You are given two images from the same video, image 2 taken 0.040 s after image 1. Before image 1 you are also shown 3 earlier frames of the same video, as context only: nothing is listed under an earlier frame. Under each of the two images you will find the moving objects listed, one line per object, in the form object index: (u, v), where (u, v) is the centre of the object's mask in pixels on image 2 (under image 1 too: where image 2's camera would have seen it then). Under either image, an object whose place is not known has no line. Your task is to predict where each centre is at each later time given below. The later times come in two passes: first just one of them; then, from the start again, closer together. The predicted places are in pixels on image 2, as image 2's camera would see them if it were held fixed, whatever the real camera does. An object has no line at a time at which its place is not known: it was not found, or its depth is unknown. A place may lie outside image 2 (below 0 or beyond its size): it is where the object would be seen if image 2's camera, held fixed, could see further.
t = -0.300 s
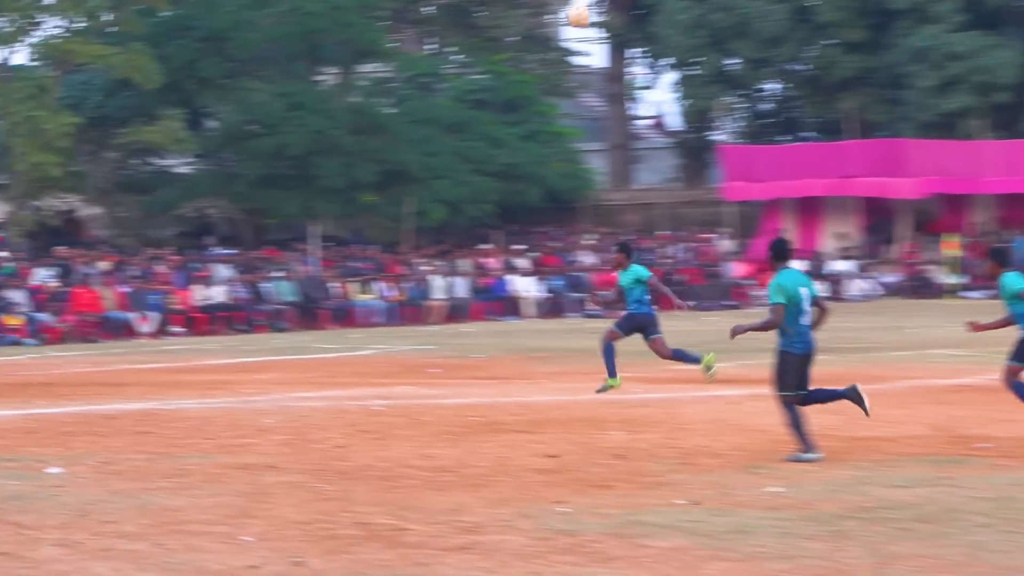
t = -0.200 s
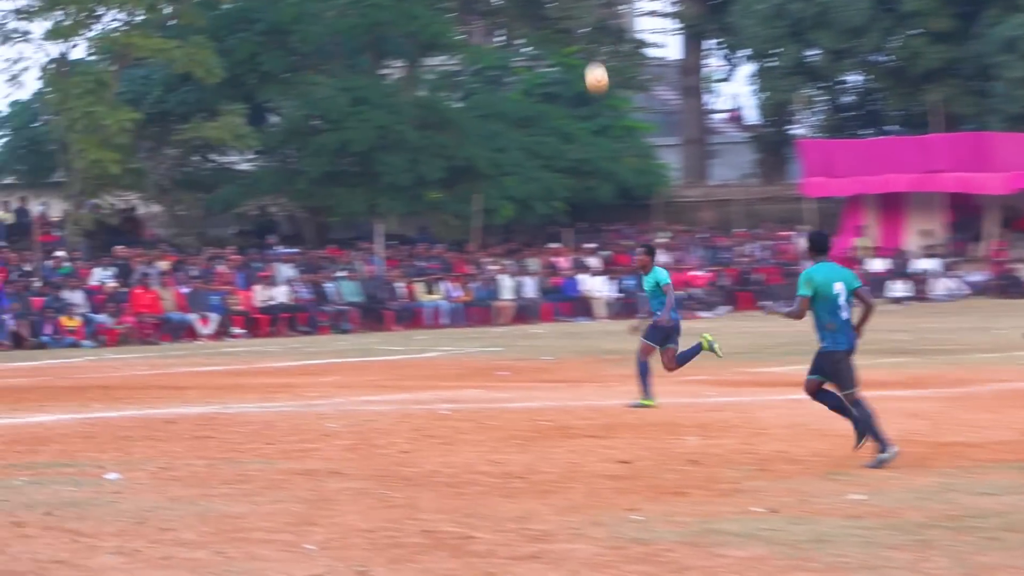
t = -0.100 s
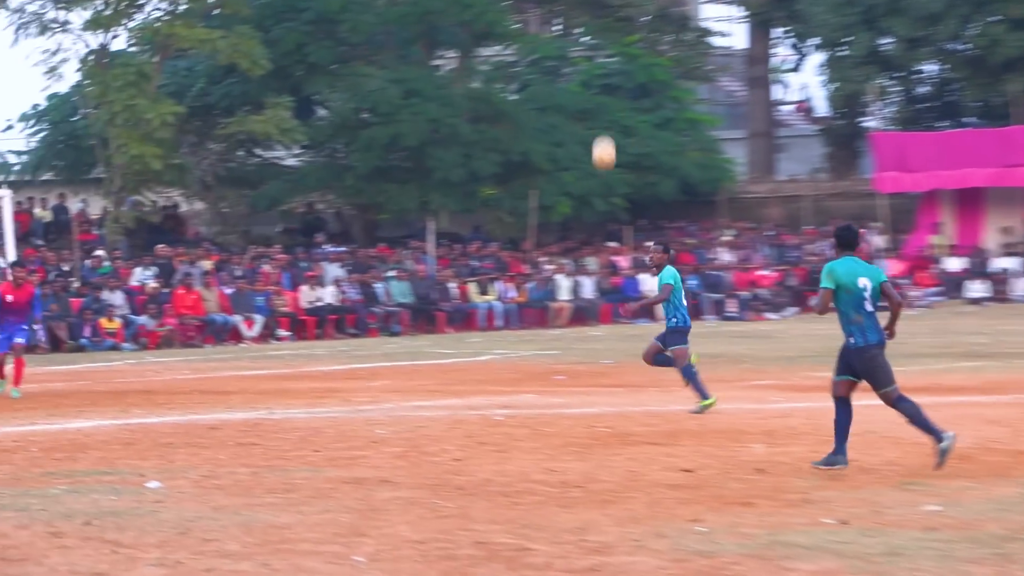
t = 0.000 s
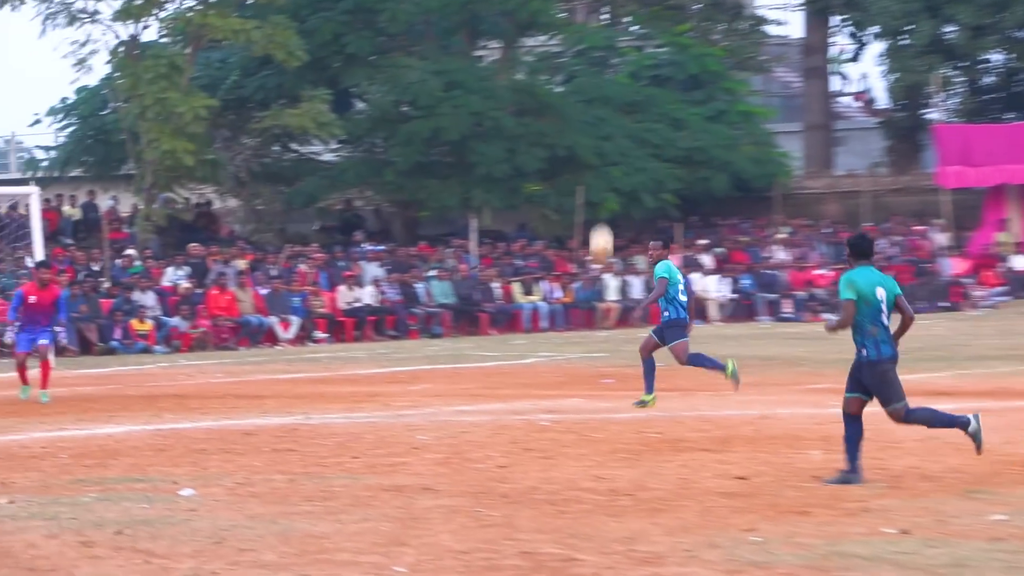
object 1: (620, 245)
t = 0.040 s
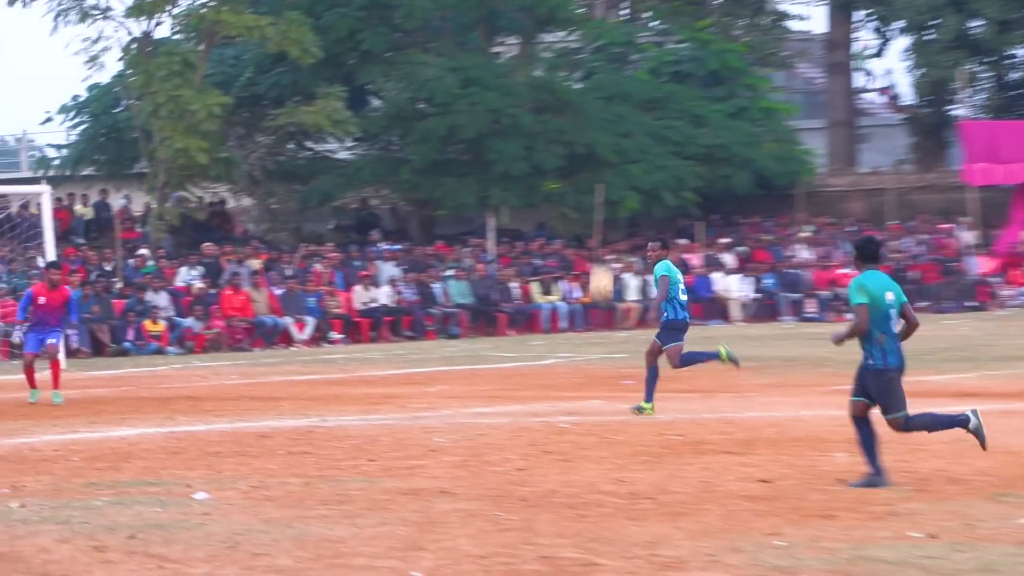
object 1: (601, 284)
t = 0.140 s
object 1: (555, 391)
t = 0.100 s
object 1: (574, 345)
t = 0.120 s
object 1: (564, 367)
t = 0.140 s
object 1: (555, 391)
